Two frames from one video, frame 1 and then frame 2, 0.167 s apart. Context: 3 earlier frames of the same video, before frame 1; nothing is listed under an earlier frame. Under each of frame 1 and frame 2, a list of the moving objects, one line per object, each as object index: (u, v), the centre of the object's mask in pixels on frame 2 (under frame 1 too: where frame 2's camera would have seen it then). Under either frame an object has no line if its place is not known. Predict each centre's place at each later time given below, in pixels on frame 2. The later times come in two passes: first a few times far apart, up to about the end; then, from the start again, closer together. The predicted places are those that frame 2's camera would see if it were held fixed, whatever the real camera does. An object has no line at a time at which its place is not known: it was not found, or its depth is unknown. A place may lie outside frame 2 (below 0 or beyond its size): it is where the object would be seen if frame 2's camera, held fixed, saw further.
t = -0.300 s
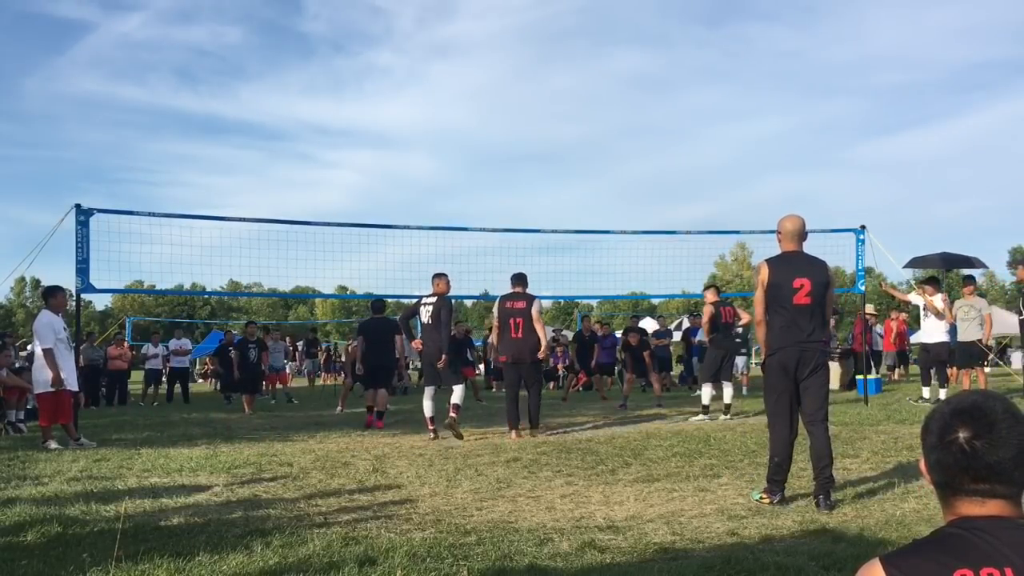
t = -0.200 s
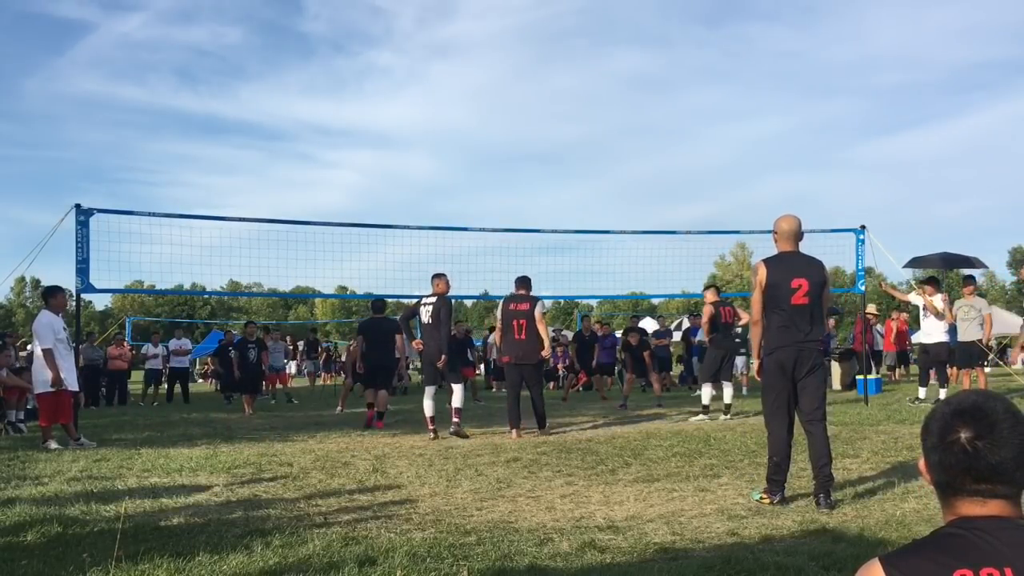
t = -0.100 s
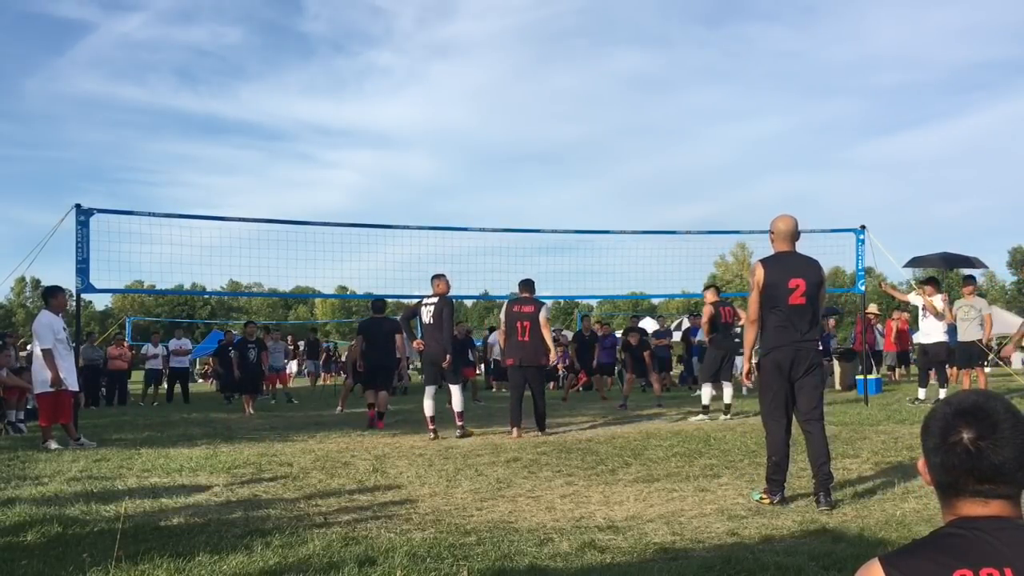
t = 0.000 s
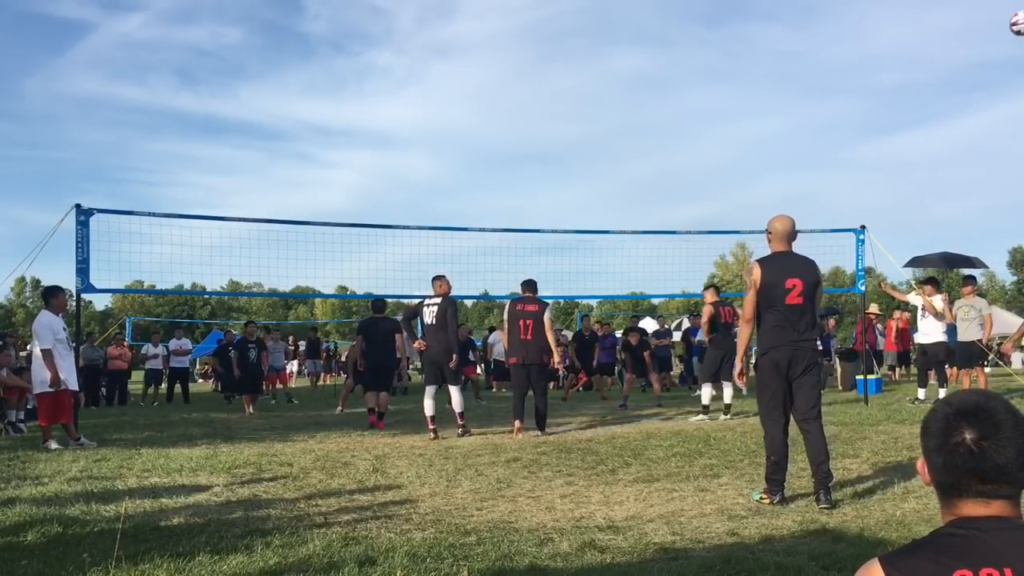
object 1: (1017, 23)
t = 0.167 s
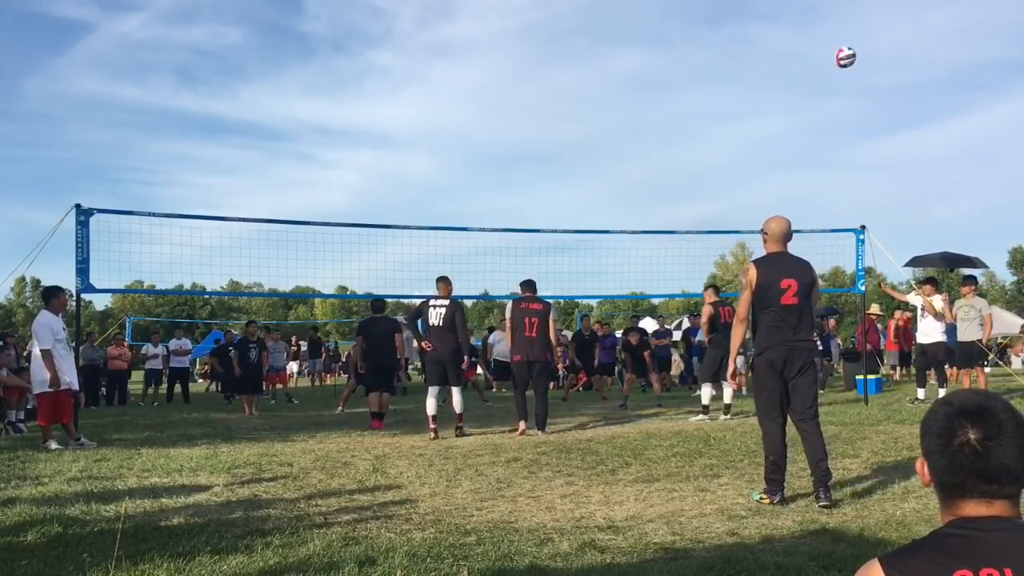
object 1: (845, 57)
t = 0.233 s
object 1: (790, 75)
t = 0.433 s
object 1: (662, 139)
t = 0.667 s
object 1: (559, 224)
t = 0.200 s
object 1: (817, 66)
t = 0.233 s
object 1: (790, 75)
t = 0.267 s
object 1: (765, 85)
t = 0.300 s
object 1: (742, 95)
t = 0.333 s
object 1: (720, 106)
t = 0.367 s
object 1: (700, 117)
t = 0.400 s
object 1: (681, 128)
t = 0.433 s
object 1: (662, 139)
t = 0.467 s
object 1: (645, 150)
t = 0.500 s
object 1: (629, 162)
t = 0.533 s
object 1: (613, 174)
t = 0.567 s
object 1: (598, 186)
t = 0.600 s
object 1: (585, 198)
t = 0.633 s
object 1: (572, 211)
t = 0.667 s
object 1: (559, 224)
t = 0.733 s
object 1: (536, 250)
